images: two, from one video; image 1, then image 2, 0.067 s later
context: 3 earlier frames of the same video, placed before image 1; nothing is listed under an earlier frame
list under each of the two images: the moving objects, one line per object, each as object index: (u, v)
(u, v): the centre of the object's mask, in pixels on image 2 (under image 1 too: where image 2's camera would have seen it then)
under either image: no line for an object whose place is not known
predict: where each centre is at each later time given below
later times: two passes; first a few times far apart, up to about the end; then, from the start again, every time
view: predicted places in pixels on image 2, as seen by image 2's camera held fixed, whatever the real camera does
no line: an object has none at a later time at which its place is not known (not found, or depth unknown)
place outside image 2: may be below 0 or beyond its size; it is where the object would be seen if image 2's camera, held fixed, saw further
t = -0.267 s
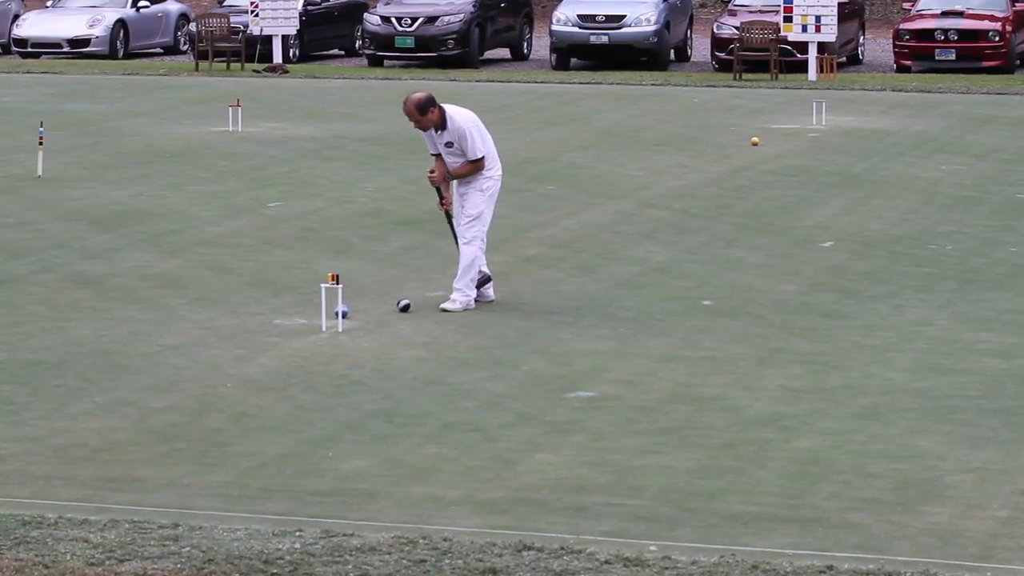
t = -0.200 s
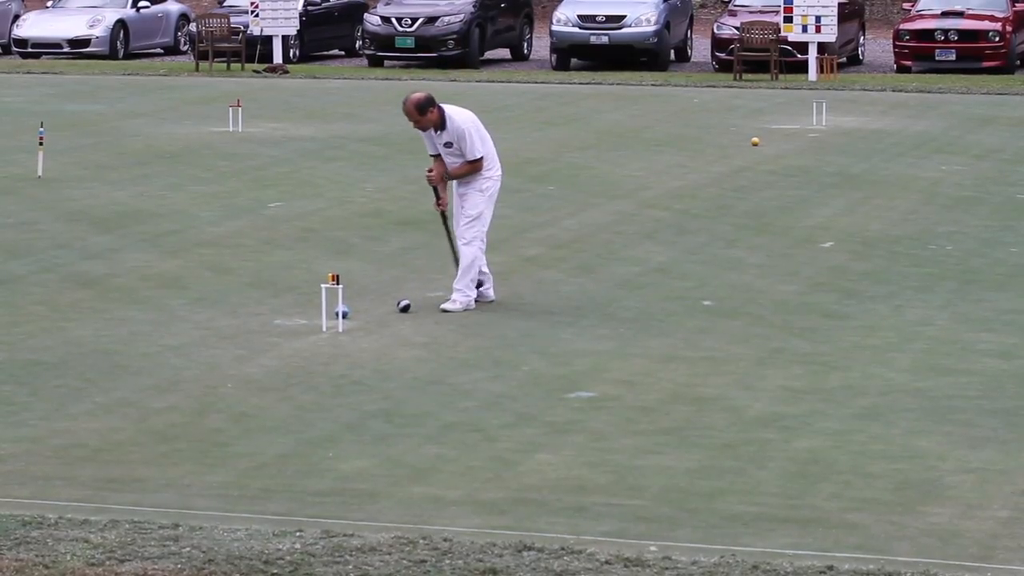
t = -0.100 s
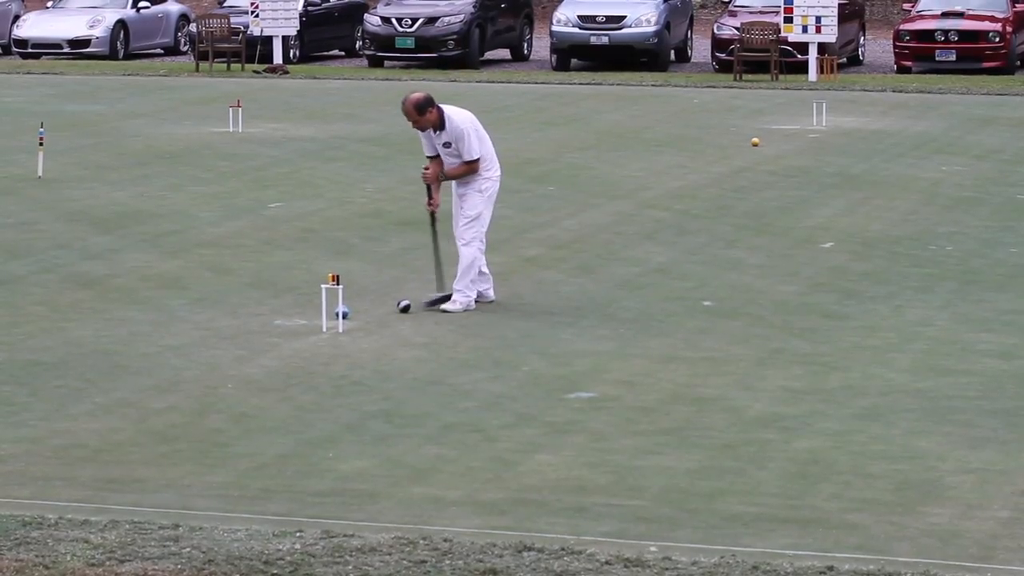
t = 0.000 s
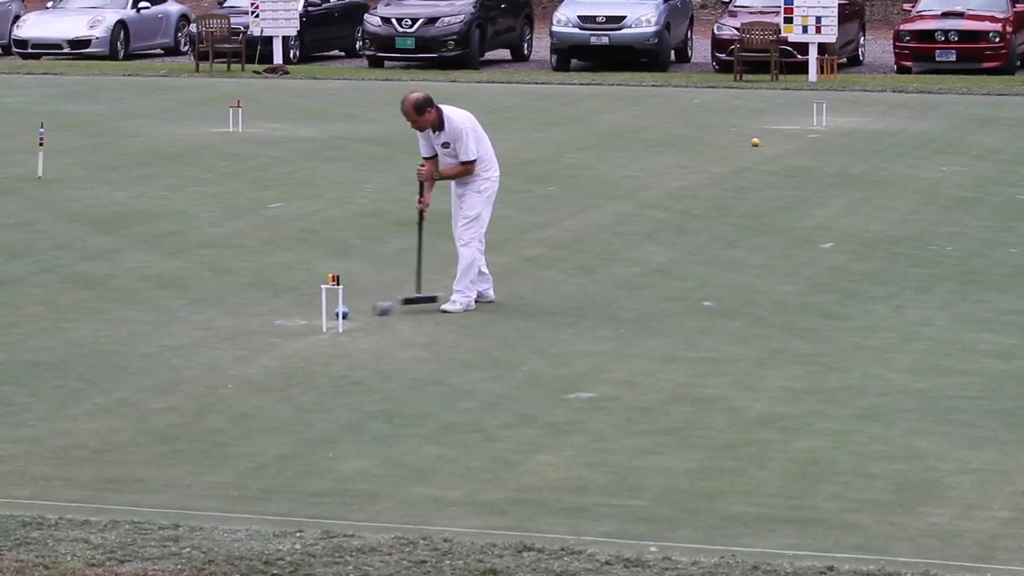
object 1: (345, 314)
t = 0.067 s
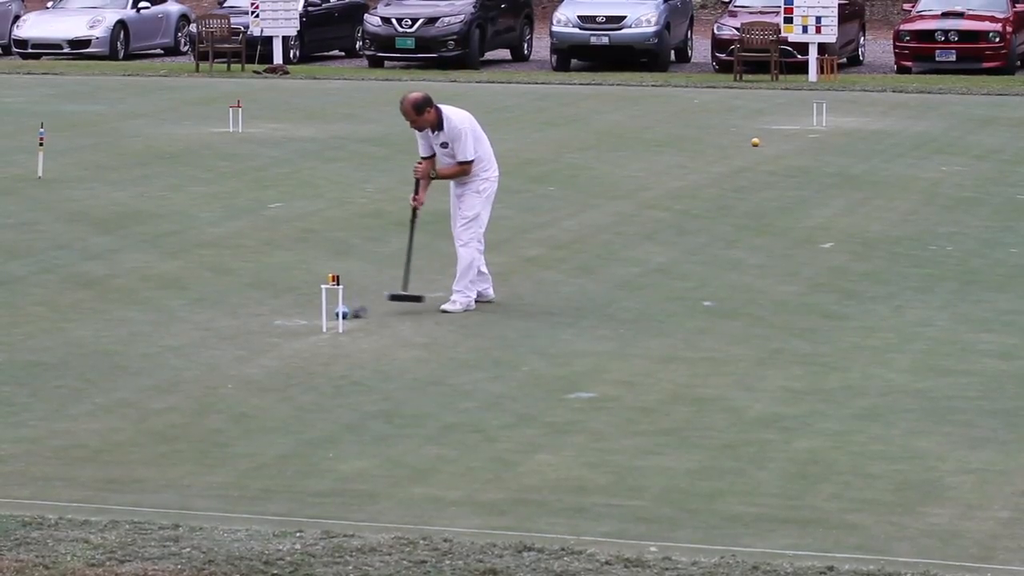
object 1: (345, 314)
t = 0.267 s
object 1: (288, 315)
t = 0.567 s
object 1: (224, 320)
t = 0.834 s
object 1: (171, 323)
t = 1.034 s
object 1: (133, 326)
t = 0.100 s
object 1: (332, 314)
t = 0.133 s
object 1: (319, 317)
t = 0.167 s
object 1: (314, 318)
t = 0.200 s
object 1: (305, 315)
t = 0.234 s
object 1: (296, 315)
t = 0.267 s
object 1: (288, 315)
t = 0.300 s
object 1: (281, 316)
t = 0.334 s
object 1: (273, 316)
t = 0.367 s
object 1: (267, 319)
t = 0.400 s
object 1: (260, 317)
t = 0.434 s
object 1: (252, 318)
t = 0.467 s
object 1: (245, 318)
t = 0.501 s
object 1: (238, 319)
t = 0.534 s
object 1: (231, 319)
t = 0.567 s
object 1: (224, 320)
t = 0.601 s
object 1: (217, 320)
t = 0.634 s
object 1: (210, 321)
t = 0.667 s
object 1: (204, 321)
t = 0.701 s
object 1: (197, 321)
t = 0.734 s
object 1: (190, 322)
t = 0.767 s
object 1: (184, 323)
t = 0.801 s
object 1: (177, 323)
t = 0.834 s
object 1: (171, 323)
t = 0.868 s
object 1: (164, 324)
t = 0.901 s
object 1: (158, 324)
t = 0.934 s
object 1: (151, 325)
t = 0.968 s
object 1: (146, 326)
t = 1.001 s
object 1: (139, 326)
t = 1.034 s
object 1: (133, 326)
